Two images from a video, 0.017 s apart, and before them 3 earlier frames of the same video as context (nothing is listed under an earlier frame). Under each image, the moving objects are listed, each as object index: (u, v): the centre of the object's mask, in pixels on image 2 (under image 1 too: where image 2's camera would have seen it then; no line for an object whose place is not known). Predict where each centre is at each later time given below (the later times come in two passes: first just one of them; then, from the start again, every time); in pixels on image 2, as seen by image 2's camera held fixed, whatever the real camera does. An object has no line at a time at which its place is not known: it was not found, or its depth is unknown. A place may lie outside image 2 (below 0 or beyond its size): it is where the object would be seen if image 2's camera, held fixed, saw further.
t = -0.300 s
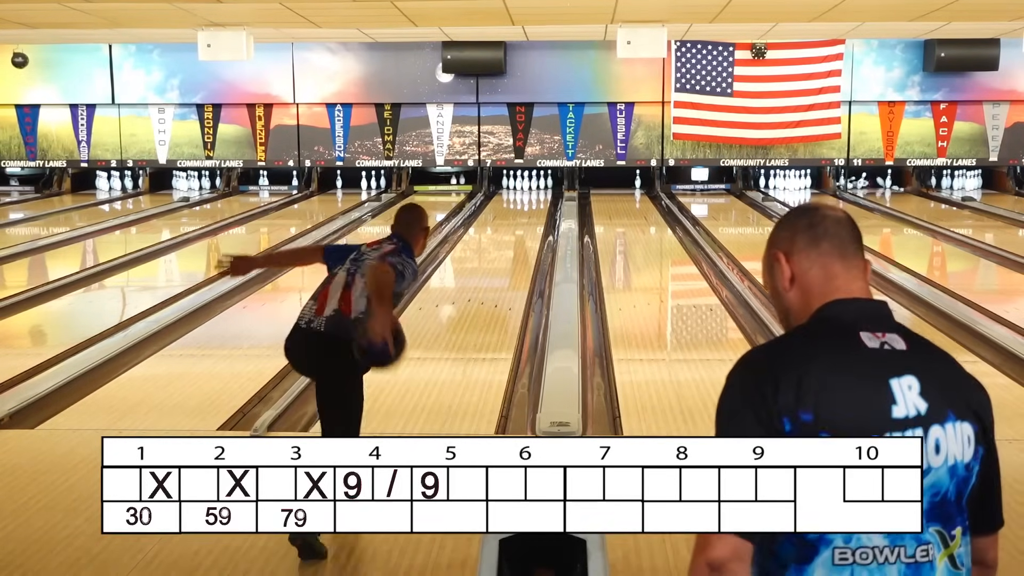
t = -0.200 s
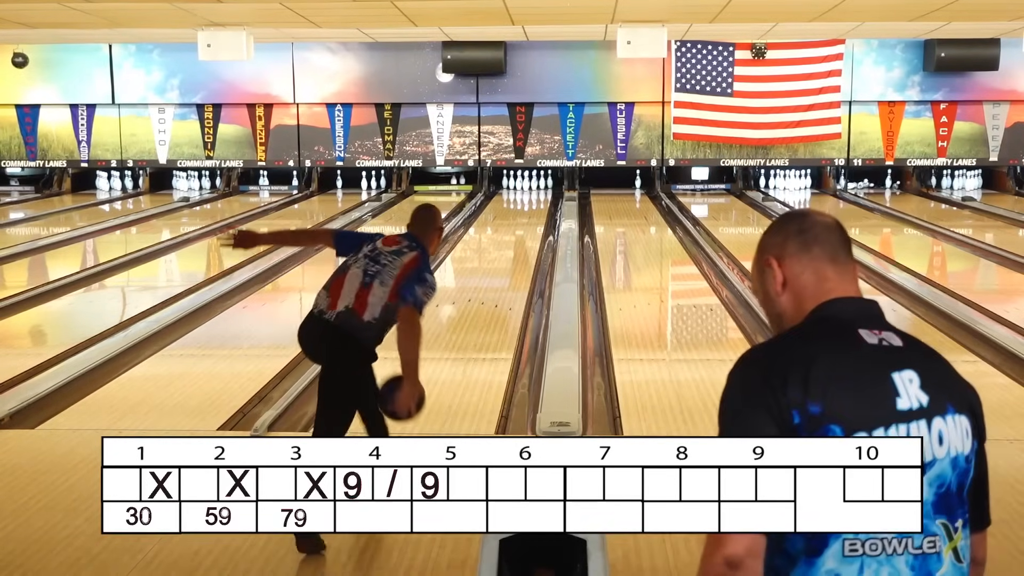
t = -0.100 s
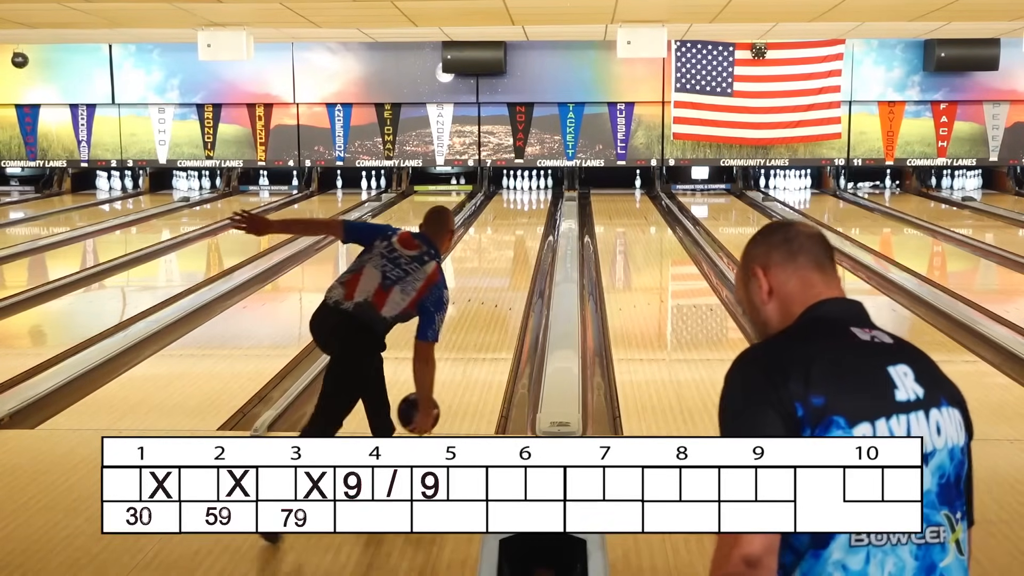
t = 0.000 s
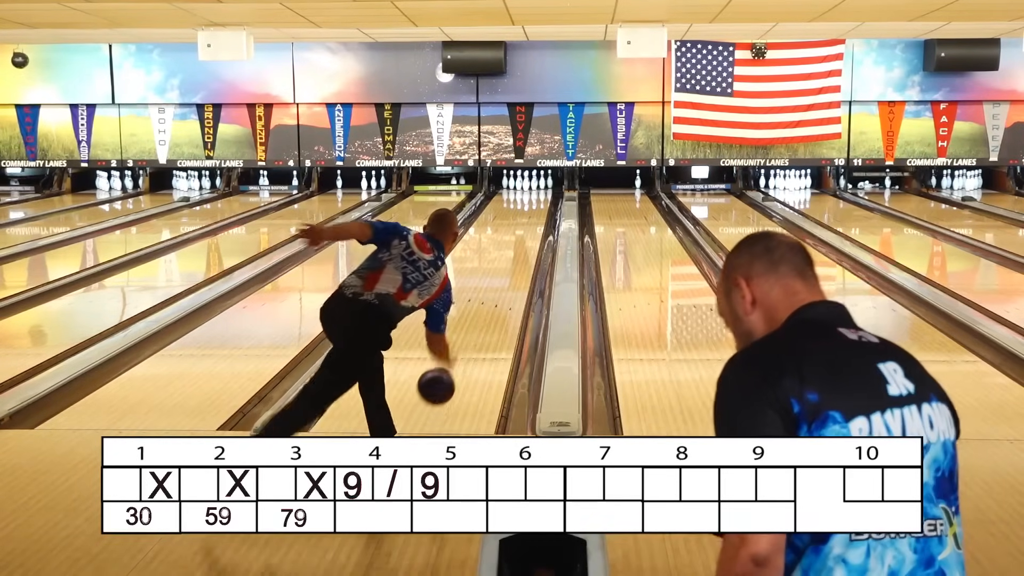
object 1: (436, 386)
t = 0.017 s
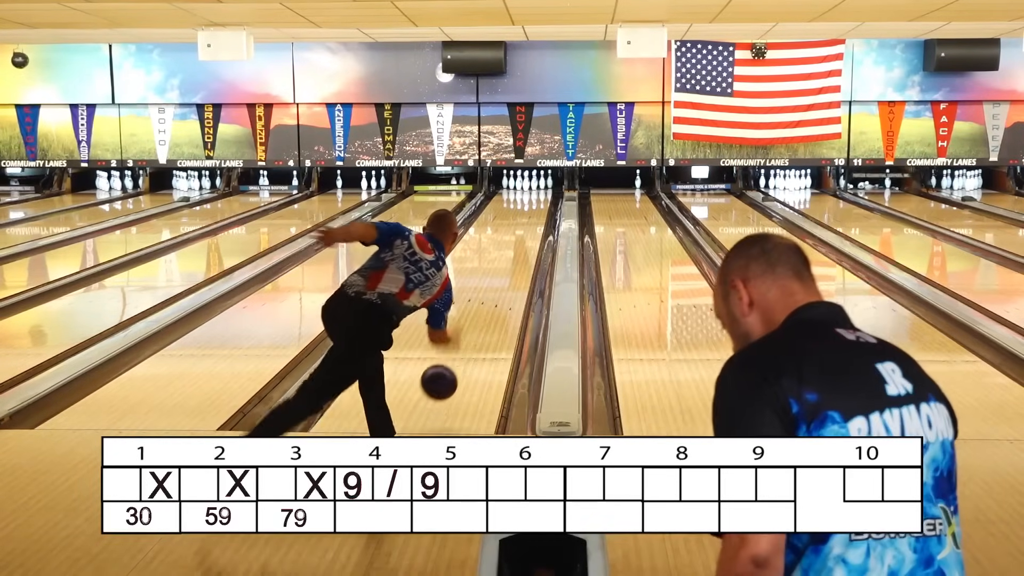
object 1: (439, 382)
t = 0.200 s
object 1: (466, 361)
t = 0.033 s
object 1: (442, 378)
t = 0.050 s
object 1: (444, 374)
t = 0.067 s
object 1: (447, 372)
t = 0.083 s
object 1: (450, 369)
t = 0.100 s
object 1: (452, 367)
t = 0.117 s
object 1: (455, 366)
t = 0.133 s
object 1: (457, 365)
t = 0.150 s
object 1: (459, 365)
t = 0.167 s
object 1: (461, 365)
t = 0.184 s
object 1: (463, 365)
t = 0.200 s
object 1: (466, 361)
